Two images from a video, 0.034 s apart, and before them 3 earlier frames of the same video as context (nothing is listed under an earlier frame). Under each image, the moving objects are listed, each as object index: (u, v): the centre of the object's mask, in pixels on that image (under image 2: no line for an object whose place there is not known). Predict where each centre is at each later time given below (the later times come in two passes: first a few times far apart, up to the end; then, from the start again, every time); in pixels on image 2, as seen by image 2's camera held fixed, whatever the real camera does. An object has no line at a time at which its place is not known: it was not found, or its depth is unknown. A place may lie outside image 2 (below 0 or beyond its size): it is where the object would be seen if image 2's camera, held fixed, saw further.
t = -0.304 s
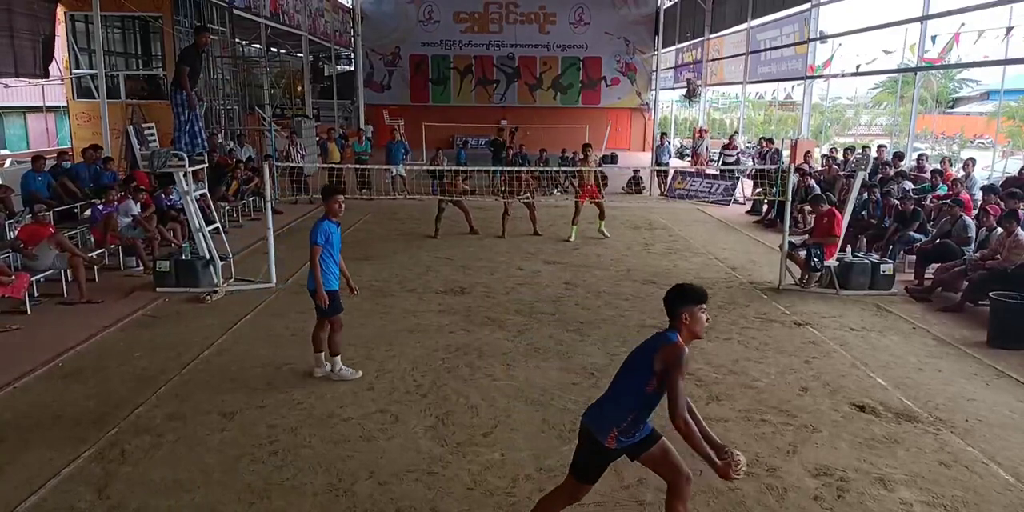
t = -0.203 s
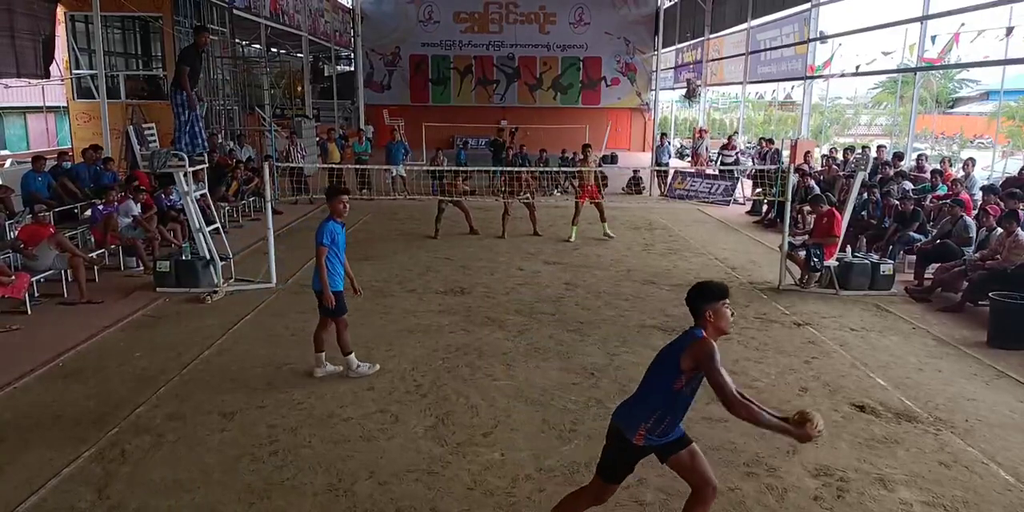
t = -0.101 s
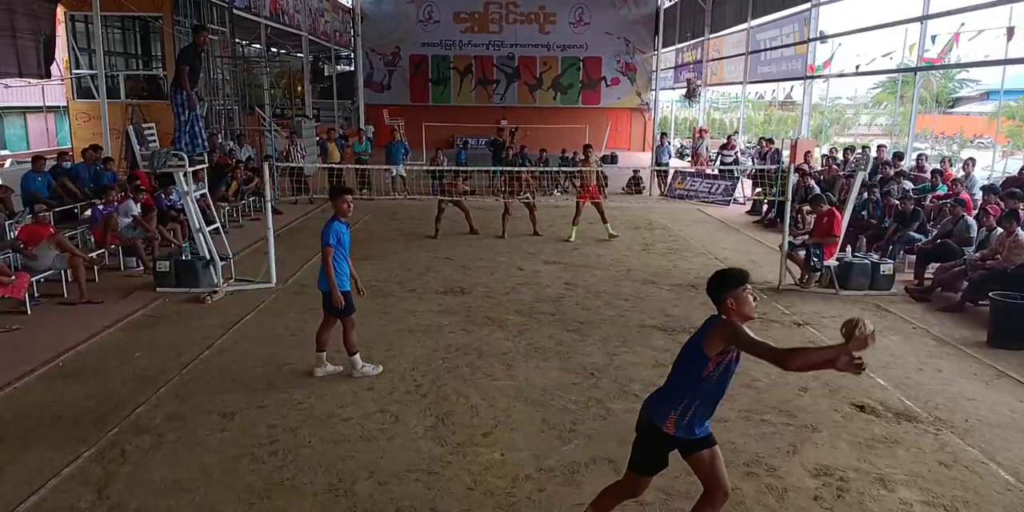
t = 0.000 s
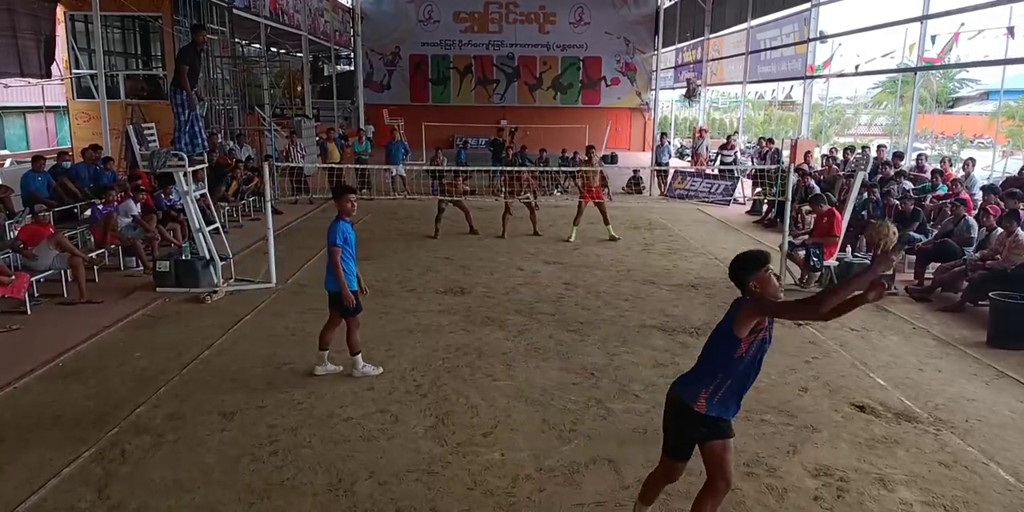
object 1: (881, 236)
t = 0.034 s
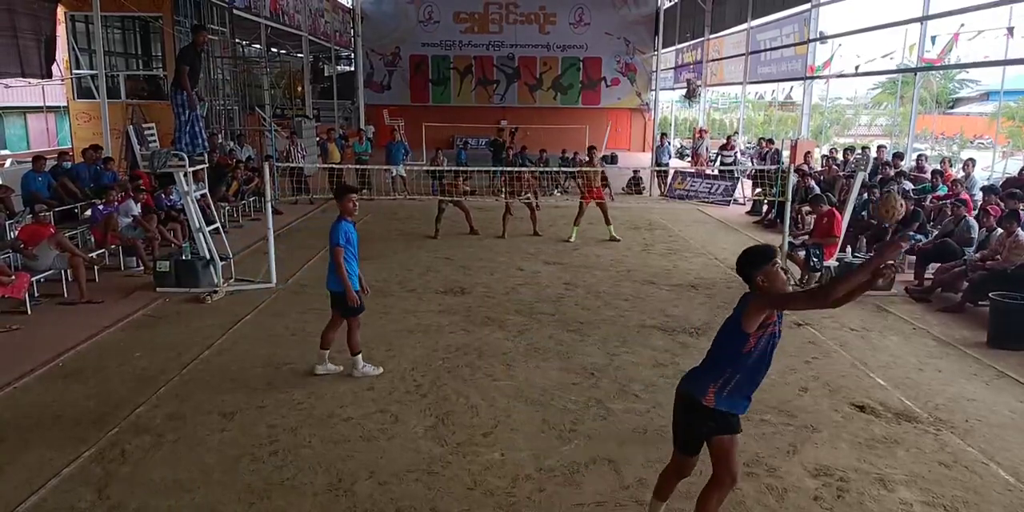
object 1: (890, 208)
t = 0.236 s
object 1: (927, 91)
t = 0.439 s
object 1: (956, 65)
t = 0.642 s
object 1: (972, 130)
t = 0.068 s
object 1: (895, 183)
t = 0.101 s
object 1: (902, 160)
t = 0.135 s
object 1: (908, 138)
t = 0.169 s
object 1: (915, 120)
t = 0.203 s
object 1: (921, 104)
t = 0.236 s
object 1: (927, 91)
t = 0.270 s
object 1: (932, 80)
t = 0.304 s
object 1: (938, 72)
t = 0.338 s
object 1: (943, 66)
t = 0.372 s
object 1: (948, 63)
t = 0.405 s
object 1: (952, 62)
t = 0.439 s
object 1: (956, 65)
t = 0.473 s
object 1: (960, 69)
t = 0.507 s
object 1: (963, 77)
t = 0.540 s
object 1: (966, 86)
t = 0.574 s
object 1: (968, 98)
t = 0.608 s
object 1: (970, 113)
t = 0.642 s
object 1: (972, 130)
